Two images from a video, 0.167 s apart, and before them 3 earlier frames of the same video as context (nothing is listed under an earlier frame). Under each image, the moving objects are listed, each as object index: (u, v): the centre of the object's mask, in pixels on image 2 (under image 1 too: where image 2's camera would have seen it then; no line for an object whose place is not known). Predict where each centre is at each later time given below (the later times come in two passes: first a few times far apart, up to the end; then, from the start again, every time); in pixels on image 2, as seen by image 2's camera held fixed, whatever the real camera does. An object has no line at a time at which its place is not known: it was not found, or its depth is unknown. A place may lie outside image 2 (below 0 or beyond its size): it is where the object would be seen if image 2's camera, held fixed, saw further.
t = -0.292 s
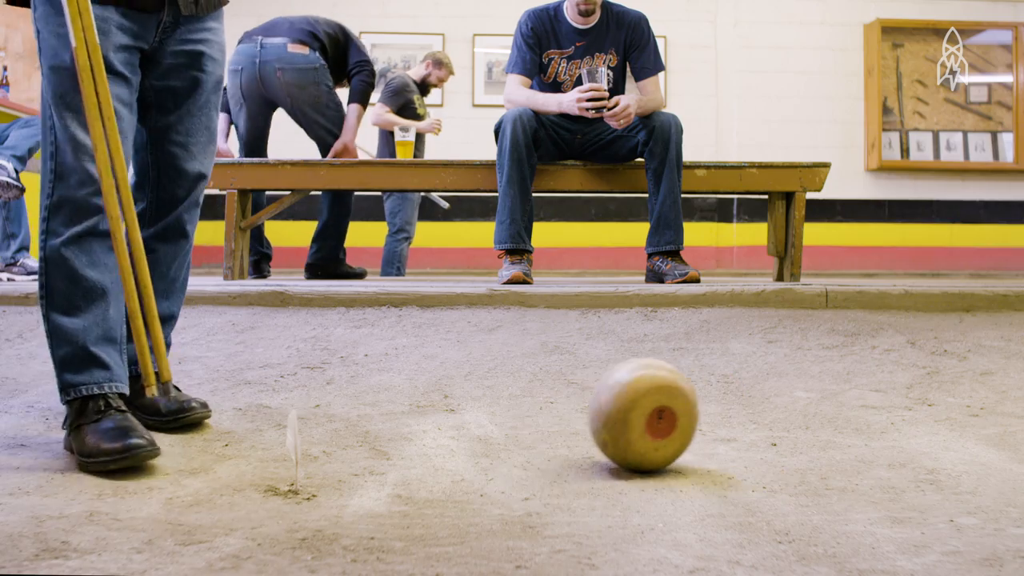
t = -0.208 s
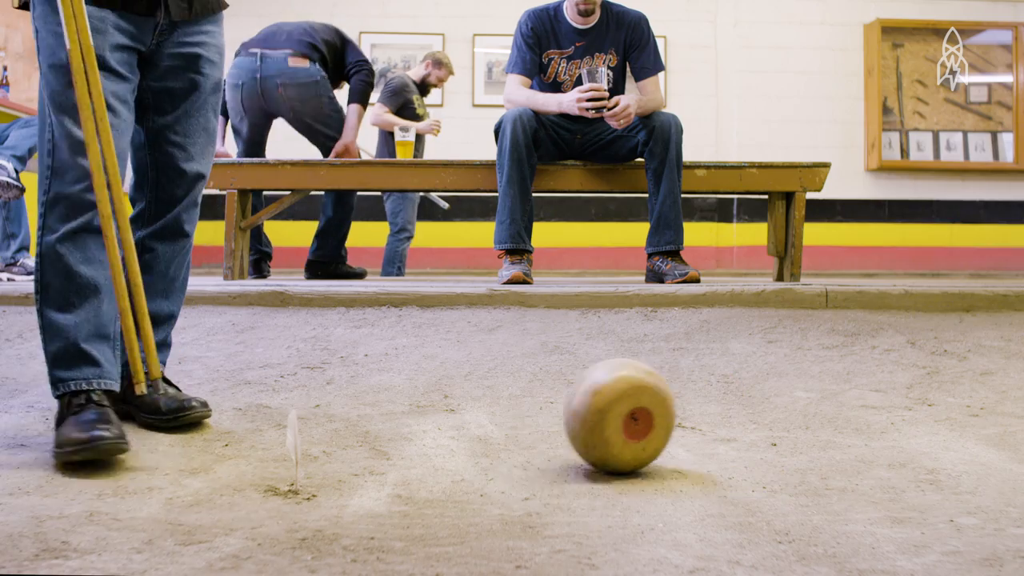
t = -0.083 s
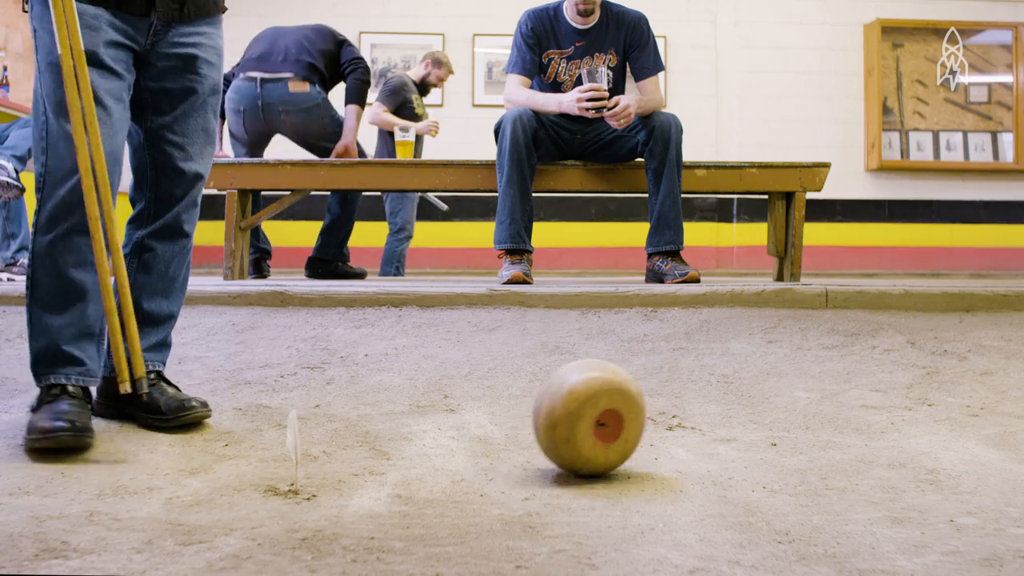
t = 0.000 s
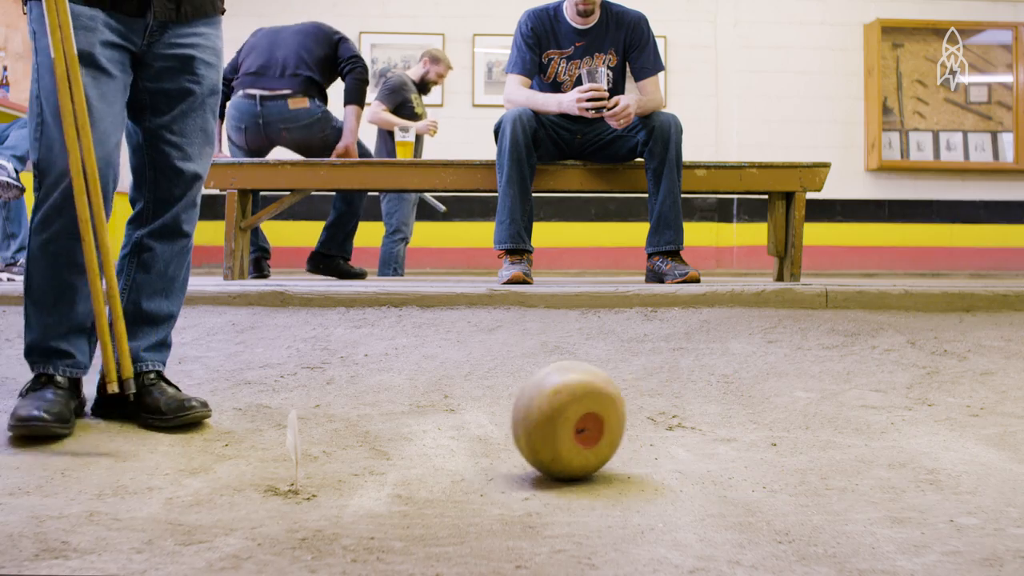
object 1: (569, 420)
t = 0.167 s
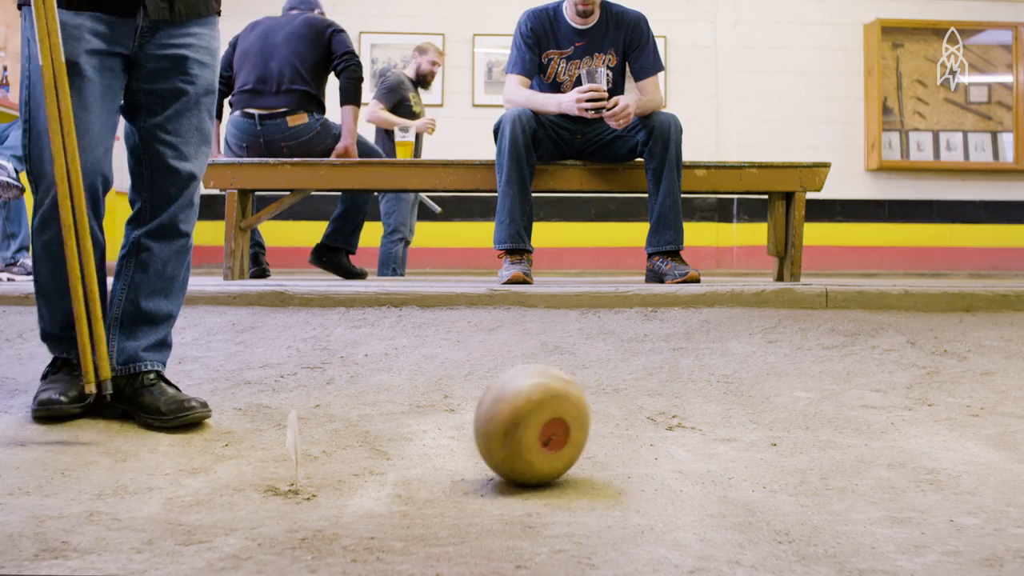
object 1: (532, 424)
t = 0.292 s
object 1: (505, 428)
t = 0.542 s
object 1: (447, 436)
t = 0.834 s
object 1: (386, 446)
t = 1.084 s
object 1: (338, 455)
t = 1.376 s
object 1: (287, 464)
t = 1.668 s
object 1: (267, 469)
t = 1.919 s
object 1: (289, 472)
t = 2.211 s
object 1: (336, 485)
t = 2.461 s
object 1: (340, 502)
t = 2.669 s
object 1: (354, 503)
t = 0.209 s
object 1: (520, 425)
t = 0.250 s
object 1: (512, 427)
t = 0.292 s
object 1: (505, 428)
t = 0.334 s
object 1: (493, 430)
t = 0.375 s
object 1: (486, 430)
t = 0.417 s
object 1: (474, 433)
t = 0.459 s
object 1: (466, 434)
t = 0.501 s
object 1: (458, 435)
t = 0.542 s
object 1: (447, 436)
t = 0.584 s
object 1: (439, 438)
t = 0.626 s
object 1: (429, 440)
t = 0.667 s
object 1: (422, 441)
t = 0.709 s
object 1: (415, 442)
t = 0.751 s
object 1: (404, 443)
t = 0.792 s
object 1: (397, 444)
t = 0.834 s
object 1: (386, 446)
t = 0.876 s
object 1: (379, 448)
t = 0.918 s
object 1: (372, 449)
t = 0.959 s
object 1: (361, 451)
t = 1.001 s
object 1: (354, 452)
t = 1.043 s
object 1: (344, 453)
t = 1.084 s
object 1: (338, 455)
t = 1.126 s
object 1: (331, 456)
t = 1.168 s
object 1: (322, 458)
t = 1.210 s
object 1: (316, 458)
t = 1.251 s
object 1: (307, 460)
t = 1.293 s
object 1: (301, 461)
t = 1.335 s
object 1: (295, 462)
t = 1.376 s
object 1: (287, 464)
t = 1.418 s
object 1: (282, 464)
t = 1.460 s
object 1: (276, 464)
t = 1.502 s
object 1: (273, 465)
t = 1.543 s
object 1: (271, 466)
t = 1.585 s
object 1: (268, 467)
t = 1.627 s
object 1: (267, 467)
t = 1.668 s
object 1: (267, 469)
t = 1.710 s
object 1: (269, 468)
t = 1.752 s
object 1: (271, 469)
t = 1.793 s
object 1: (275, 470)
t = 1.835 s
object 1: (279, 470)
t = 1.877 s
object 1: (285, 471)
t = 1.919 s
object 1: (289, 472)
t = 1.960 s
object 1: (293, 472)
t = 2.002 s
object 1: (300, 472)
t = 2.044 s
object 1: (304, 473)
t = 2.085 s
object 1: (312, 475)
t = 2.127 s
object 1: (319, 478)
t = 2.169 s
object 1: (326, 480)
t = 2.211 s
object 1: (336, 485)
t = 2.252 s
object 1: (341, 492)
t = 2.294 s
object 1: (345, 503)
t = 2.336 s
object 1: (343, 502)
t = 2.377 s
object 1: (341, 500)
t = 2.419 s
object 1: (339, 500)
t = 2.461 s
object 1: (340, 502)
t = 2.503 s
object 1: (345, 507)
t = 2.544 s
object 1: (352, 504)
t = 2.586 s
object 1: (356, 502)
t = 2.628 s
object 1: (357, 501)
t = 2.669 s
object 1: (354, 503)
